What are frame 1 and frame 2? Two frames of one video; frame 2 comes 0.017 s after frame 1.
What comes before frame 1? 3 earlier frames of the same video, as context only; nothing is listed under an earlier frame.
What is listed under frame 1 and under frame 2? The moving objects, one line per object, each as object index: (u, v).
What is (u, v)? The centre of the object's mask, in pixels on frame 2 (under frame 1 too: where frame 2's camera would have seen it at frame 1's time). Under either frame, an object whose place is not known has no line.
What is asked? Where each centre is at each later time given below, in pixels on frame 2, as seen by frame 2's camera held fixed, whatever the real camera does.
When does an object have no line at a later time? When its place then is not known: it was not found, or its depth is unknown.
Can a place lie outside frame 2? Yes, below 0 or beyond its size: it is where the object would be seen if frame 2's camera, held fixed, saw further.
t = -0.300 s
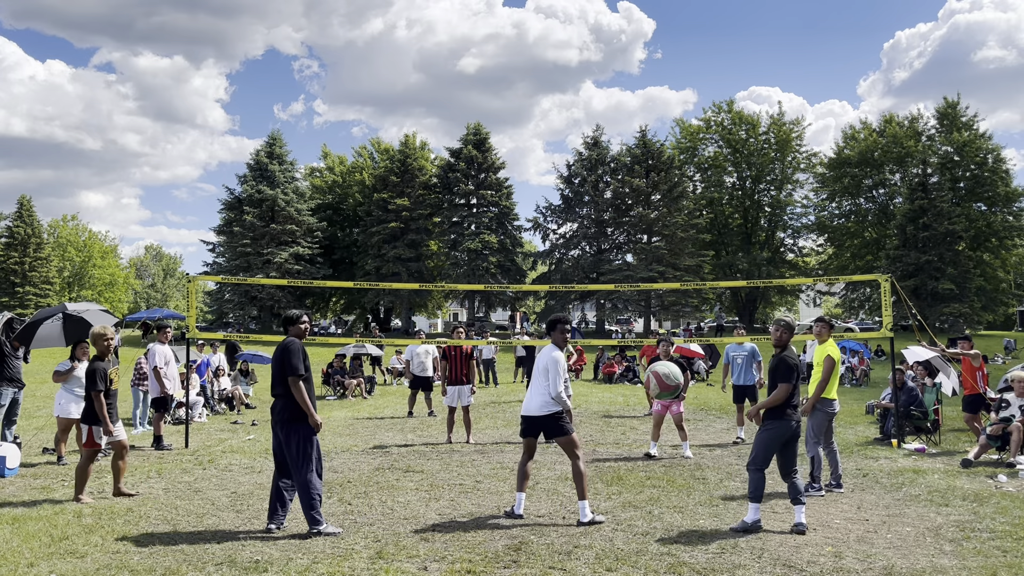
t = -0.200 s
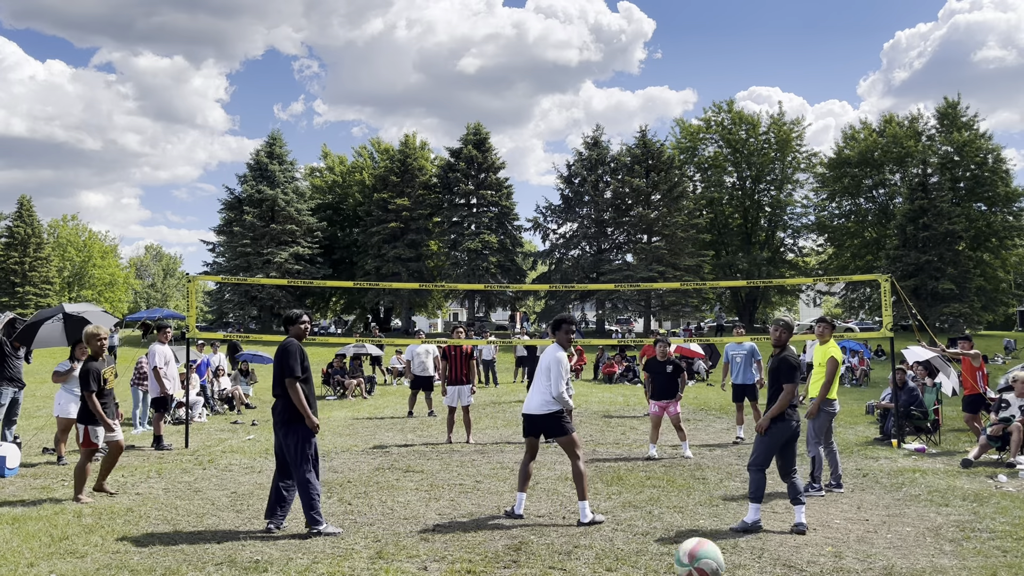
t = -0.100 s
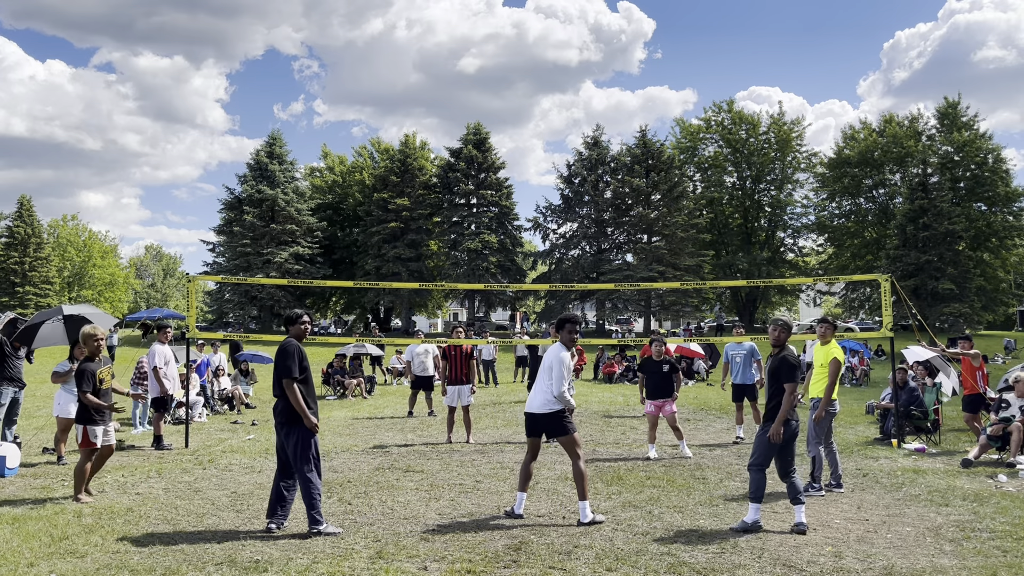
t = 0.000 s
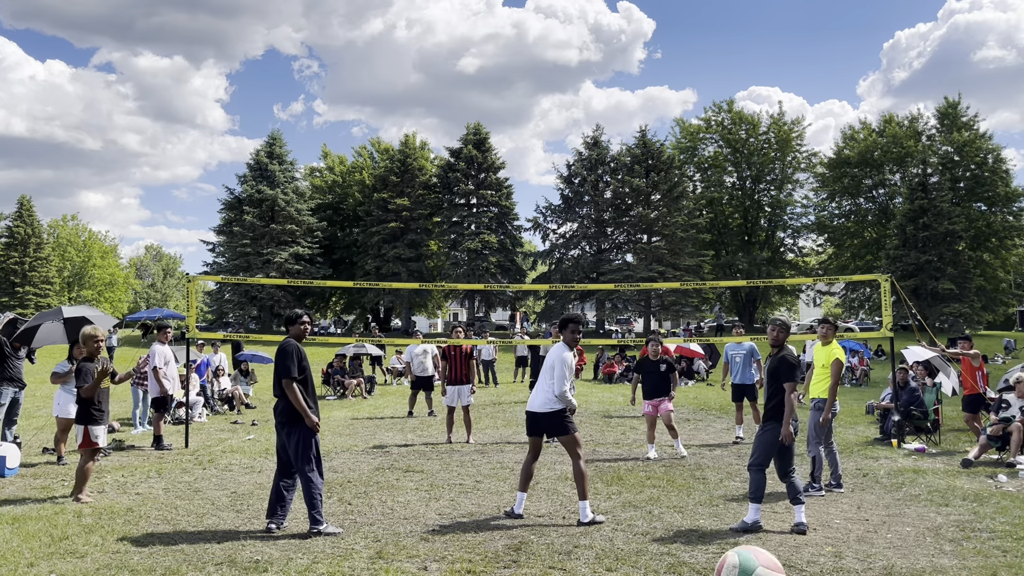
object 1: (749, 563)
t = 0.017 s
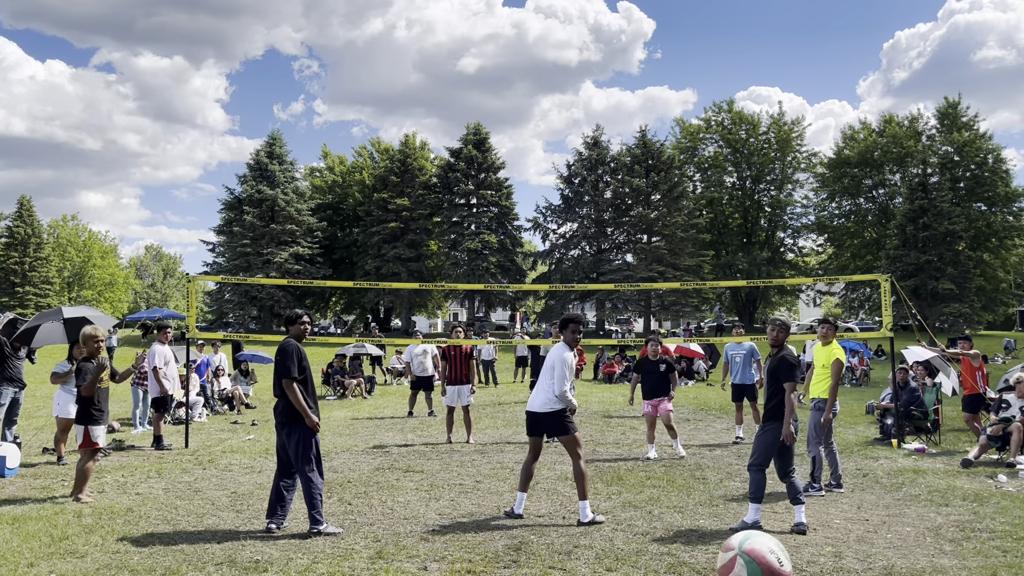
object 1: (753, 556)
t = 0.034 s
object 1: (758, 549)
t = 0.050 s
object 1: (763, 540)
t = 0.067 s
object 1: (769, 528)
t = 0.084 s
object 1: (774, 515)
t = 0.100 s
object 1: (780, 504)
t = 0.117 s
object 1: (786, 491)
